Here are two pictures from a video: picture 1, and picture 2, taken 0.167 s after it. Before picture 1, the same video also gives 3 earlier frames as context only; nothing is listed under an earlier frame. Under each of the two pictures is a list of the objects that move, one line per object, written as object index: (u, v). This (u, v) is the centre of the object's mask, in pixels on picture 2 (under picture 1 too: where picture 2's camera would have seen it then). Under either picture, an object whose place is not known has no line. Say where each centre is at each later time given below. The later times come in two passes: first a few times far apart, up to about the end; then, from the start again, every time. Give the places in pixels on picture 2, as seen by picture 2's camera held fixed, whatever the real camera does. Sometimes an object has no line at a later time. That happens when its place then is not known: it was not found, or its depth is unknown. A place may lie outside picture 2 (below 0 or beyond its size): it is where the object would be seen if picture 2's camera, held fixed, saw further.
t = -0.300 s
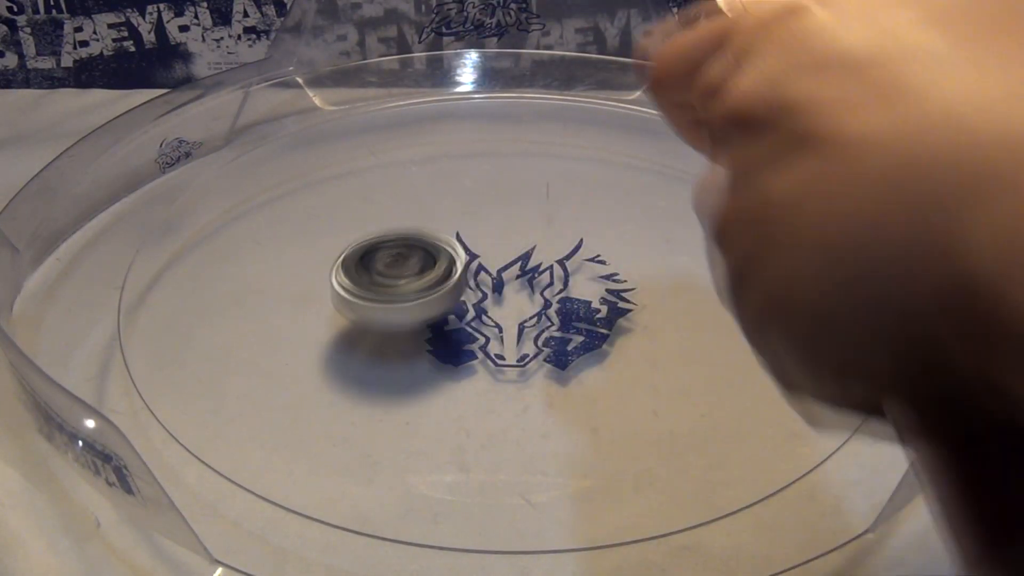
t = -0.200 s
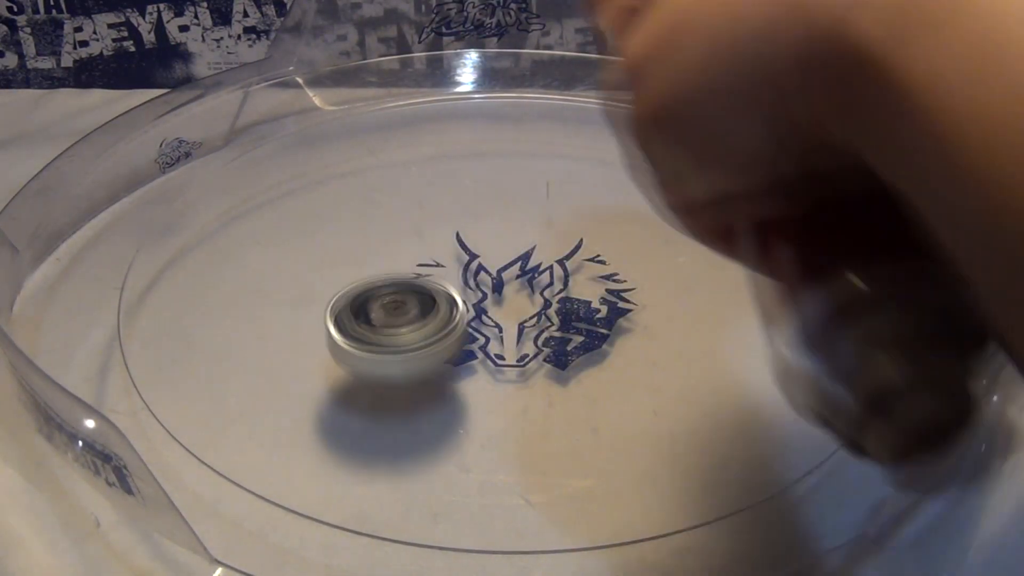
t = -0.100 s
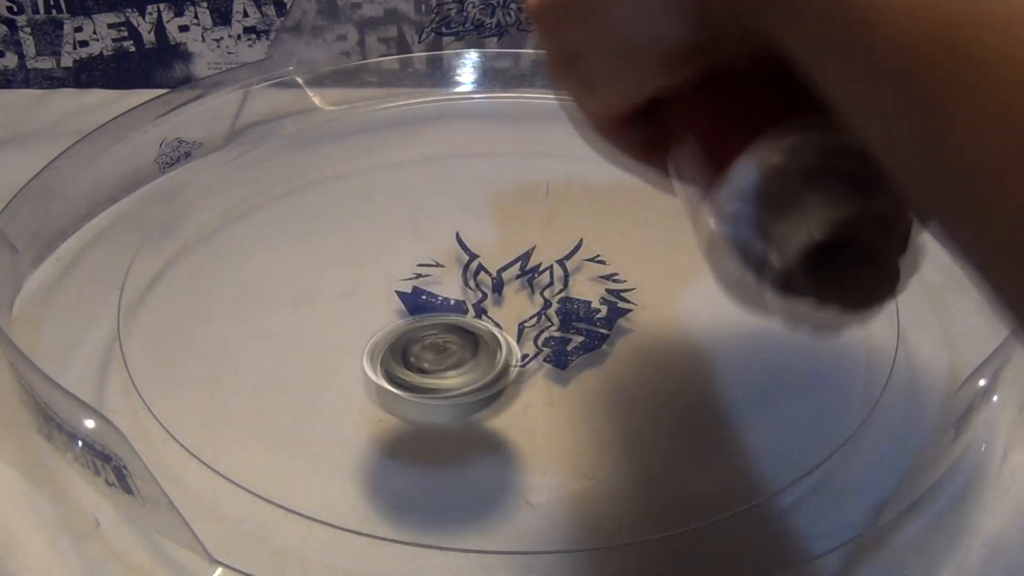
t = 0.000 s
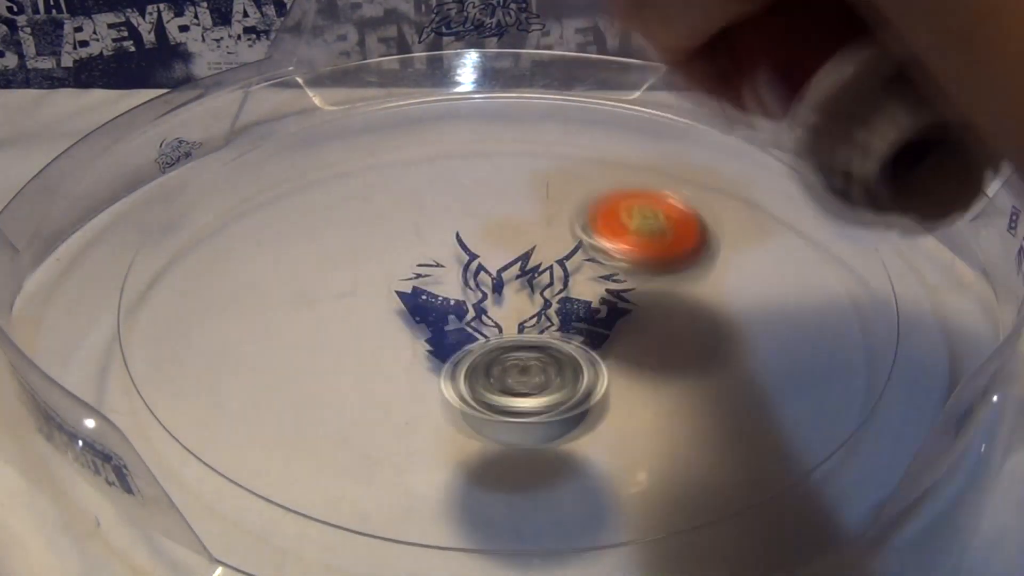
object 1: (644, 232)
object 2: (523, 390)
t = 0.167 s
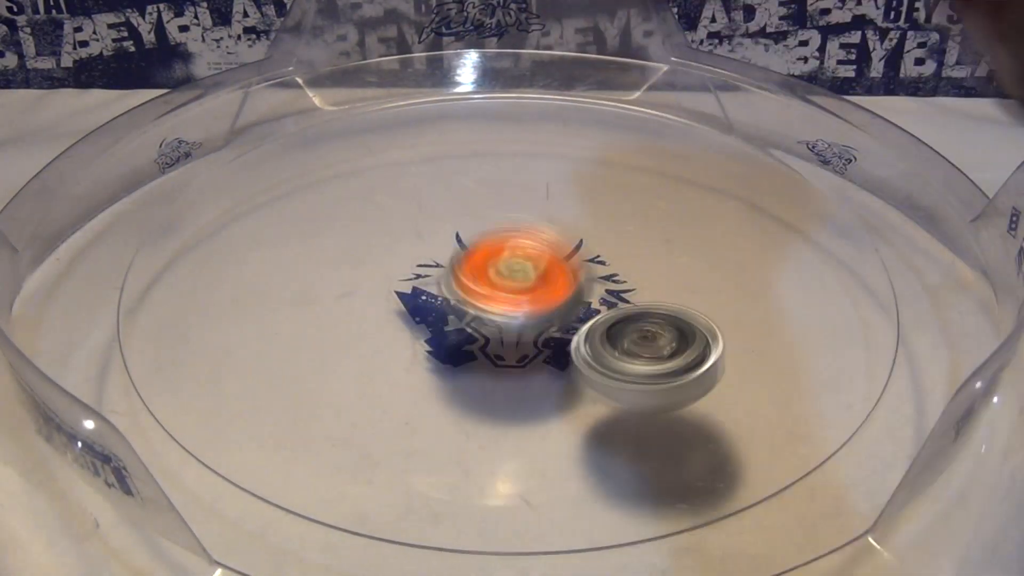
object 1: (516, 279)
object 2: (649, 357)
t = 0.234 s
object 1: (479, 236)
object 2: (667, 328)
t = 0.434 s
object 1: (453, 269)
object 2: (614, 255)
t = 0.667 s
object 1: (350, 250)
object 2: (541, 231)
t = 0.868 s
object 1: (311, 289)
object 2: (481, 275)
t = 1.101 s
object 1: (319, 347)
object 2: (517, 306)
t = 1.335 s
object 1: (466, 373)
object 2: (516, 299)
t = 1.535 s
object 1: (474, 498)
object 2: (546, 143)
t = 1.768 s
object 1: (556, 422)
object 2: (434, 128)
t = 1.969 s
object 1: (569, 325)
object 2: (332, 213)
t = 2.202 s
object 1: (540, 272)
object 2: (359, 316)
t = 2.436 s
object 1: (475, 231)
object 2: (543, 343)
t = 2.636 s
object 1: (386, 230)
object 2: (643, 263)
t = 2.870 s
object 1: (345, 276)
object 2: (561, 183)
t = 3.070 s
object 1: (426, 321)
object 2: (423, 193)
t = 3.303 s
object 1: (547, 290)
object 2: (392, 296)
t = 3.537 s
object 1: (562, 221)
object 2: (574, 346)
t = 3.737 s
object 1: (503, 191)
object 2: (684, 283)
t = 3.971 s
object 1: (413, 214)
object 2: (615, 201)
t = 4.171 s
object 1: (364, 312)
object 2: (506, 186)
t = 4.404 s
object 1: (408, 454)
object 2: (557, 117)
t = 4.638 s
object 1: (618, 364)
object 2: (449, 207)
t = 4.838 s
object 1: (644, 278)
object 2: (466, 295)
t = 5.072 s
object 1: (571, 239)
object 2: (618, 330)
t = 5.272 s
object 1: (481, 256)
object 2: (698, 279)
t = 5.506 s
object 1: (434, 309)
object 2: (625, 215)
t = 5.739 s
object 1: (491, 354)
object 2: (488, 254)
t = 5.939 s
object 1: (843, 464)
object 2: (344, 194)
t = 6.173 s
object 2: (257, 137)
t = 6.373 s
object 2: (254, 255)
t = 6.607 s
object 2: (409, 364)
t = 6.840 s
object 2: (571, 322)
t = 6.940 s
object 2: (571, 283)
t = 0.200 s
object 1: (495, 251)
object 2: (660, 342)
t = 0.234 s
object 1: (479, 236)
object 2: (667, 328)
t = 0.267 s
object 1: (462, 244)
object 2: (669, 313)
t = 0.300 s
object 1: (443, 284)
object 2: (665, 299)
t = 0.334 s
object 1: (439, 271)
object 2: (659, 285)
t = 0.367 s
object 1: (445, 246)
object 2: (647, 273)
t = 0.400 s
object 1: (448, 247)
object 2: (633, 263)
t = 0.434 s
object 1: (453, 269)
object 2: (614, 255)
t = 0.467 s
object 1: (460, 247)
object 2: (593, 246)
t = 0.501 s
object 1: (466, 241)
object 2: (580, 241)
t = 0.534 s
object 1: (454, 231)
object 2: (566, 238)
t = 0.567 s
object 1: (437, 234)
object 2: (552, 235)
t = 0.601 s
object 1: (406, 254)
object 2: (544, 228)
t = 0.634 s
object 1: (375, 248)
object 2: (544, 230)
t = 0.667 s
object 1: (350, 250)
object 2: (541, 231)
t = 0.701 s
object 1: (326, 258)
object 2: (535, 238)
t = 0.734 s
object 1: (310, 261)
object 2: (528, 242)
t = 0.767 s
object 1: (302, 266)
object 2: (520, 249)
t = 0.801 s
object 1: (299, 271)
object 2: (507, 257)
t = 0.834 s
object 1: (303, 281)
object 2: (495, 265)
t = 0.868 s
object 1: (311, 289)
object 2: (481, 275)
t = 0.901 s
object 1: (322, 298)
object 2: (470, 282)
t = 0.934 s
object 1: (317, 308)
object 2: (473, 286)
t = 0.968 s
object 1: (302, 316)
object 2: (487, 289)
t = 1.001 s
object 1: (295, 324)
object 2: (498, 294)
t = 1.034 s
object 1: (296, 333)
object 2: (506, 298)
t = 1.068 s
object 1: (304, 340)
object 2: (513, 302)
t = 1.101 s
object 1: (319, 347)
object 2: (517, 306)
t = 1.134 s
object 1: (336, 353)
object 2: (519, 308)
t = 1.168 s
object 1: (354, 358)
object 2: (518, 309)
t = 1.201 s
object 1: (376, 362)
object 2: (517, 310)
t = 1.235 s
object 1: (400, 366)
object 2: (516, 310)
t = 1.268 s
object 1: (425, 369)
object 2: (516, 308)
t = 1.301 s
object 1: (446, 372)
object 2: (516, 304)
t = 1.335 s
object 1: (466, 373)
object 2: (516, 299)
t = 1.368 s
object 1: (482, 377)
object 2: (515, 295)
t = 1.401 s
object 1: (472, 421)
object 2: (524, 264)
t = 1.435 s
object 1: (464, 460)
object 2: (537, 223)
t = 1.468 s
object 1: (462, 477)
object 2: (545, 193)
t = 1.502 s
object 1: (467, 480)
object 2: (548, 164)
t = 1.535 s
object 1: (474, 498)
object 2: (546, 143)
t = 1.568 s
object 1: (485, 489)
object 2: (541, 129)
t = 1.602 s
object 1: (495, 490)
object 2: (531, 117)
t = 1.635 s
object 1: (506, 481)
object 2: (519, 112)
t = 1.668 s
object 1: (520, 470)
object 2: (503, 110)
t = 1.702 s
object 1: (533, 458)
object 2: (481, 113)
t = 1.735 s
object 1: (545, 441)
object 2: (458, 120)
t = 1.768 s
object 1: (556, 422)
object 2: (434, 128)
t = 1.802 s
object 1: (565, 404)
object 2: (410, 140)
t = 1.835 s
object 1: (571, 386)
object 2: (388, 151)
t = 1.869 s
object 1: (576, 369)
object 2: (369, 166)
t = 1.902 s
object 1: (576, 352)
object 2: (353, 181)
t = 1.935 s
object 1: (575, 338)
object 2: (340, 198)
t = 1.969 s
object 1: (569, 325)
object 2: (332, 213)
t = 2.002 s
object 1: (561, 317)
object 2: (328, 231)
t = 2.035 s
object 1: (548, 307)
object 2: (331, 249)
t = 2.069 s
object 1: (534, 298)
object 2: (336, 265)
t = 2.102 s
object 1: (519, 292)
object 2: (347, 280)
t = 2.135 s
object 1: (512, 284)
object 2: (360, 295)
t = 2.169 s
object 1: (527, 278)
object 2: (356, 306)
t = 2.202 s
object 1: (540, 272)
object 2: (359, 316)
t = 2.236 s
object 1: (543, 266)
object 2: (371, 327)
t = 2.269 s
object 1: (541, 257)
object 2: (391, 336)
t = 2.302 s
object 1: (532, 248)
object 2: (417, 343)
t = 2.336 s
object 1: (520, 243)
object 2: (447, 348)
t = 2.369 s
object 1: (506, 238)
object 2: (478, 350)
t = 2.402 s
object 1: (492, 234)
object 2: (512, 348)
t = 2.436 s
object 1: (475, 231)
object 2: (543, 343)
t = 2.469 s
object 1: (459, 227)
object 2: (571, 334)
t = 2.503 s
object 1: (444, 226)
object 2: (595, 322)
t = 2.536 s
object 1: (429, 226)
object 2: (612, 311)
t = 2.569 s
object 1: (414, 227)
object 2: (628, 296)
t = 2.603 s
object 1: (399, 228)
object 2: (638, 280)
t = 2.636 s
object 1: (386, 230)
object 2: (643, 263)
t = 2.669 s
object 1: (374, 233)
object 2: (642, 247)
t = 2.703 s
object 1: (365, 238)
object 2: (636, 233)
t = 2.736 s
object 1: (357, 245)
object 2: (629, 221)
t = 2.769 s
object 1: (352, 252)
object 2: (617, 209)
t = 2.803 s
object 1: (348, 260)
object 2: (601, 198)
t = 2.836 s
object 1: (346, 268)
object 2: (582, 189)
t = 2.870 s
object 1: (345, 276)
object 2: (561, 183)
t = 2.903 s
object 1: (349, 284)
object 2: (539, 179)
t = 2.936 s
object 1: (358, 293)
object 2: (515, 177)
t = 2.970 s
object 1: (372, 302)
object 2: (491, 177)
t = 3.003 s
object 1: (389, 311)
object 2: (467, 179)
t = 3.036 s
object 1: (406, 316)
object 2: (444, 184)
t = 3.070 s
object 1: (426, 321)
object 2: (423, 193)
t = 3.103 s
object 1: (447, 323)
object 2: (405, 204)
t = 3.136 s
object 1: (468, 323)
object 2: (391, 217)
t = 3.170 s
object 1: (488, 321)
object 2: (381, 231)
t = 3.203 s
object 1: (504, 317)
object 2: (375, 246)
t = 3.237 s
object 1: (522, 309)
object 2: (375, 263)
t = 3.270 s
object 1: (536, 300)
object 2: (381, 280)
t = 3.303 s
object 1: (547, 290)
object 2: (392, 296)
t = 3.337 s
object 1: (557, 280)
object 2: (408, 311)
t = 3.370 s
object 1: (561, 272)
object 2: (429, 323)
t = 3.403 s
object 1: (568, 259)
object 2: (455, 334)
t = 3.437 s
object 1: (570, 248)
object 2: (481, 342)
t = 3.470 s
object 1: (570, 238)
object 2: (512, 347)
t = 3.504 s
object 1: (568, 230)
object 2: (542, 349)
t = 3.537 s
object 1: (562, 221)
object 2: (574, 346)
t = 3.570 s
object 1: (555, 213)
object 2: (601, 340)
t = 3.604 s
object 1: (547, 206)
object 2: (623, 334)
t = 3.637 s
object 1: (538, 201)
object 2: (646, 324)
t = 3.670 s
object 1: (528, 196)
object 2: (664, 312)
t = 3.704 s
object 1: (516, 192)
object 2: (676, 298)
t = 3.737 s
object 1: (503, 191)
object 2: (684, 283)
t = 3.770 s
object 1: (489, 190)
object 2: (687, 270)
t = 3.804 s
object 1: (475, 190)
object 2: (686, 256)
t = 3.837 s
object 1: (460, 192)
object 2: (680, 241)
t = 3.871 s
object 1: (447, 195)
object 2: (668, 228)
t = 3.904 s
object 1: (434, 200)
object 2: (654, 218)
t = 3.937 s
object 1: (422, 206)
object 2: (636, 209)
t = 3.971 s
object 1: (413, 214)
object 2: (615, 201)
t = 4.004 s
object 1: (405, 223)
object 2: (592, 196)
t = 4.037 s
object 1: (402, 232)
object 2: (567, 194)
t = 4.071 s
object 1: (403, 242)
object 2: (543, 195)
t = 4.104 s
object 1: (408, 254)
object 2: (521, 198)
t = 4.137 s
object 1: (415, 265)
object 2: (499, 202)
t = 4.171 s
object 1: (364, 312)
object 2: (506, 186)
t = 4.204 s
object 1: (300, 365)
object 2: (527, 160)
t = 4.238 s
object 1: (235, 414)
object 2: (545, 139)
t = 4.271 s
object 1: (218, 415)
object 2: (558, 122)
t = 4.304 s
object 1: (259, 396)
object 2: (568, 113)
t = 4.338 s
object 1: (307, 411)
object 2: (571, 110)
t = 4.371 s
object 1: (362, 458)
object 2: (567, 111)
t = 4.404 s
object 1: (408, 454)
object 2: (557, 117)
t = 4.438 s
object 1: (452, 439)
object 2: (544, 127)
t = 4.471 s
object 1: (493, 447)
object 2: (529, 138)
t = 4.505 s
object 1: (529, 421)
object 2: (512, 151)
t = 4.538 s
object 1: (561, 415)
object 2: (493, 165)
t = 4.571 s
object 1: (585, 399)
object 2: (475, 180)
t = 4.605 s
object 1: (604, 383)
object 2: (460, 194)
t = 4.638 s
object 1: (618, 364)
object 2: (449, 207)
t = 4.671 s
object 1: (630, 345)
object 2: (440, 224)
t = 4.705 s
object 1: (638, 325)
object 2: (436, 239)
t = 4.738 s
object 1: (641, 312)
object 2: (438, 254)
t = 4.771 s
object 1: (644, 298)
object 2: (445, 269)
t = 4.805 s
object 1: (644, 288)
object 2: (453, 282)
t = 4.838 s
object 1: (644, 278)
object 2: (466, 295)
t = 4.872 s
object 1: (641, 269)
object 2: (486, 309)
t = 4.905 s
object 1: (634, 262)
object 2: (505, 317)
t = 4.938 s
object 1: (626, 255)
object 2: (528, 325)
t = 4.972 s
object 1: (614, 248)
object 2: (551, 330)
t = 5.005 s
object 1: (600, 243)
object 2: (576, 333)
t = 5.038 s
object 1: (585, 240)
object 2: (598, 332)
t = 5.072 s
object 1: (571, 239)
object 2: (618, 330)
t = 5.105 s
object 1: (555, 237)
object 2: (638, 327)
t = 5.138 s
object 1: (540, 239)
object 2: (658, 320)
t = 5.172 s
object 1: (523, 241)
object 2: (673, 311)
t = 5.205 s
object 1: (509, 245)
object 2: (683, 303)
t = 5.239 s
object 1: (494, 249)
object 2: (693, 292)
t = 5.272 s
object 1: (481, 256)
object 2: (698, 279)
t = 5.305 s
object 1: (469, 262)
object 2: (697, 268)
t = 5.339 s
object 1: (458, 269)
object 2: (695, 256)
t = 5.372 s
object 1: (449, 276)
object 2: (688, 244)
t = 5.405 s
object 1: (441, 284)
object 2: (676, 234)
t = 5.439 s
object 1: (437, 292)
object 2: (662, 227)
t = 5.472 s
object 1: (434, 300)
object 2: (645, 220)
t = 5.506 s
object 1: (434, 309)
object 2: (625, 215)
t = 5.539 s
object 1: (436, 317)
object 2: (604, 215)
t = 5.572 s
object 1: (440, 325)
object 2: (585, 215)
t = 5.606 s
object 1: (446, 333)
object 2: (562, 218)
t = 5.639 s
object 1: (453, 340)
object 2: (540, 225)
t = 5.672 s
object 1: (465, 347)
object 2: (522, 233)
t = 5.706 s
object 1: (477, 351)
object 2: (504, 243)
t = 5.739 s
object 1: (491, 354)
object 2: (488, 254)
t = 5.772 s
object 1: (505, 356)
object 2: (473, 267)
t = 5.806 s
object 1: (521, 356)
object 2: (462, 278)
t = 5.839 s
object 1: (547, 365)
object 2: (451, 289)
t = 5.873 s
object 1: (645, 414)
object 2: (409, 260)
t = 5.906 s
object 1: (751, 451)
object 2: (376, 226)
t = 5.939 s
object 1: (843, 464)
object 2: (344, 194)
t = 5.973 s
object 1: (913, 495)
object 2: (322, 168)
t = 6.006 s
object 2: (303, 147)
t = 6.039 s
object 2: (290, 133)
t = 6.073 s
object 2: (279, 125)
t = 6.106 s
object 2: (271, 124)
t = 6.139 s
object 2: (265, 127)
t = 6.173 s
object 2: (257, 137)
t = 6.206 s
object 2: (252, 150)
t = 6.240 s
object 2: (248, 166)
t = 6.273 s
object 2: (245, 187)
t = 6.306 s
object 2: (244, 209)
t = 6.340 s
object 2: (247, 232)
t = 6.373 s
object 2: (254, 255)
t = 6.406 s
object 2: (266, 277)
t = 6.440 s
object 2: (281, 298)
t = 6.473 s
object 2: (300, 317)
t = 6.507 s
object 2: (324, 334)
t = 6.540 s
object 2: (348, 347)
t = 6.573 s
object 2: (379, 358)
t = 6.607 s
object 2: (409, 364)
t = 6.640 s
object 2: (438, 368)
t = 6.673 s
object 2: (472, 367)
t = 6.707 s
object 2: (497, 363)
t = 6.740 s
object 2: (525, 356)
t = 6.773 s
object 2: (544, 346)
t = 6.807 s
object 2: (560, 336)
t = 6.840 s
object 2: (571, 322)
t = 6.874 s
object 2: (575, 309)
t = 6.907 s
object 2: (577, 297)
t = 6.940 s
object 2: (571, 283)
